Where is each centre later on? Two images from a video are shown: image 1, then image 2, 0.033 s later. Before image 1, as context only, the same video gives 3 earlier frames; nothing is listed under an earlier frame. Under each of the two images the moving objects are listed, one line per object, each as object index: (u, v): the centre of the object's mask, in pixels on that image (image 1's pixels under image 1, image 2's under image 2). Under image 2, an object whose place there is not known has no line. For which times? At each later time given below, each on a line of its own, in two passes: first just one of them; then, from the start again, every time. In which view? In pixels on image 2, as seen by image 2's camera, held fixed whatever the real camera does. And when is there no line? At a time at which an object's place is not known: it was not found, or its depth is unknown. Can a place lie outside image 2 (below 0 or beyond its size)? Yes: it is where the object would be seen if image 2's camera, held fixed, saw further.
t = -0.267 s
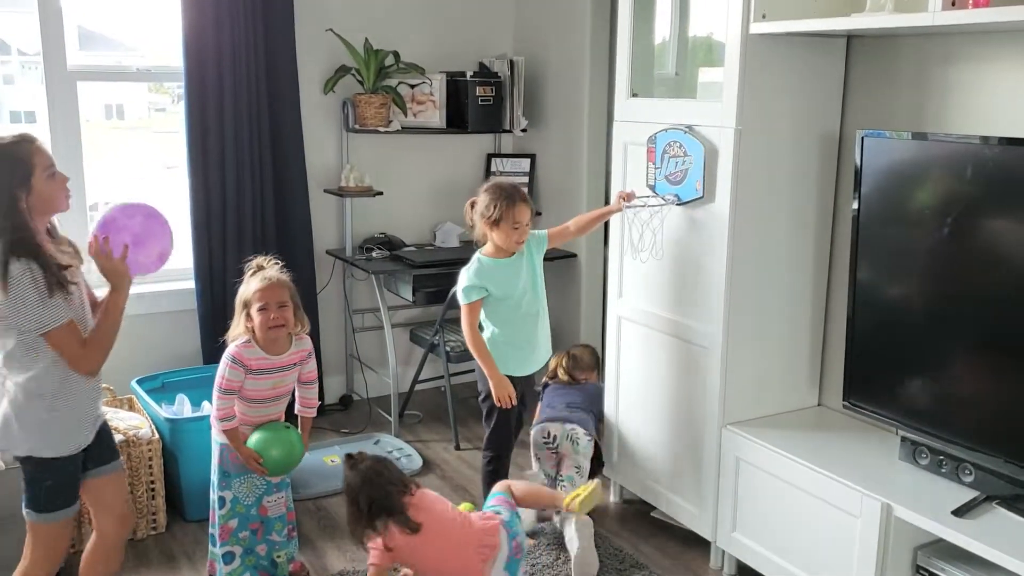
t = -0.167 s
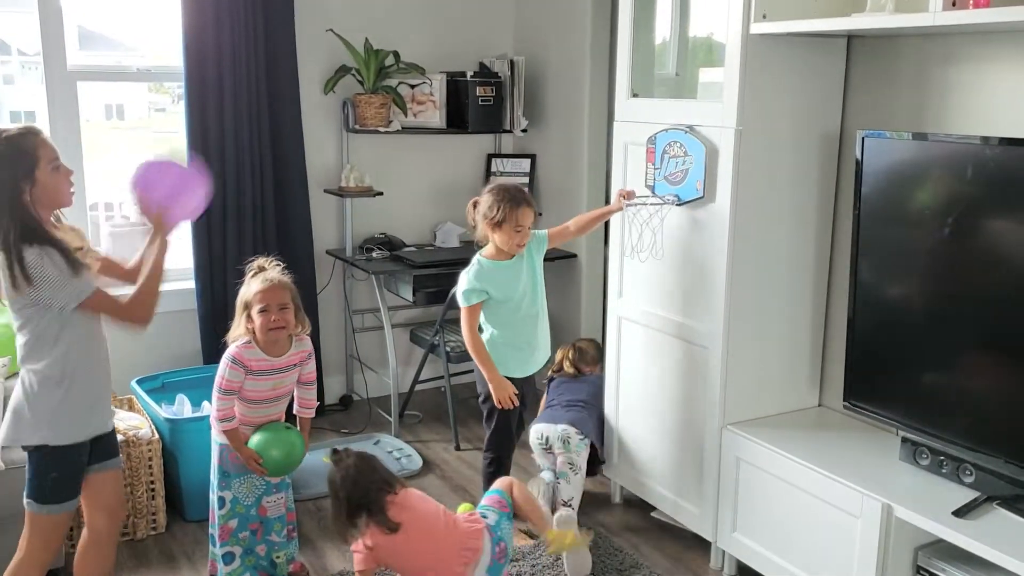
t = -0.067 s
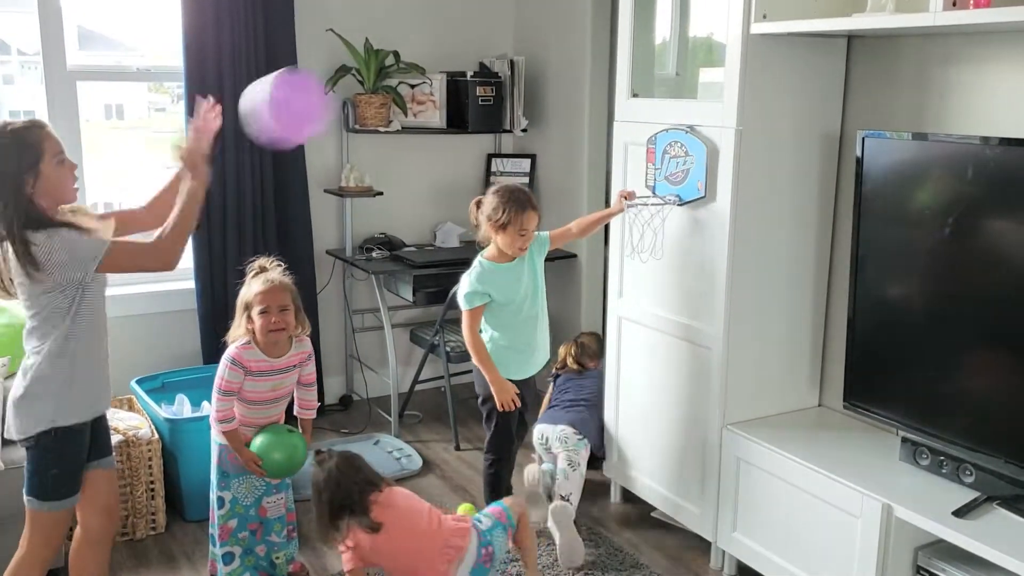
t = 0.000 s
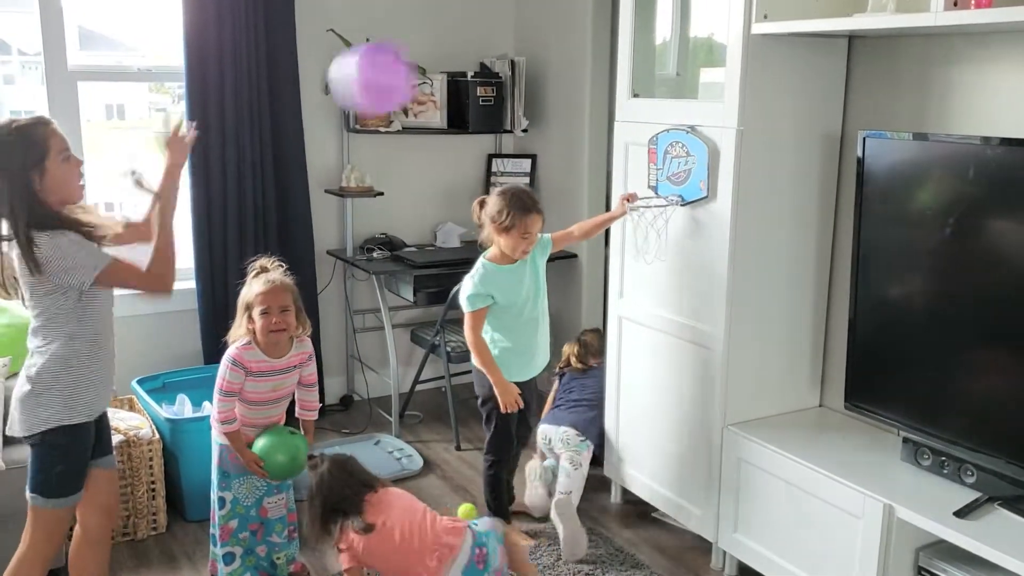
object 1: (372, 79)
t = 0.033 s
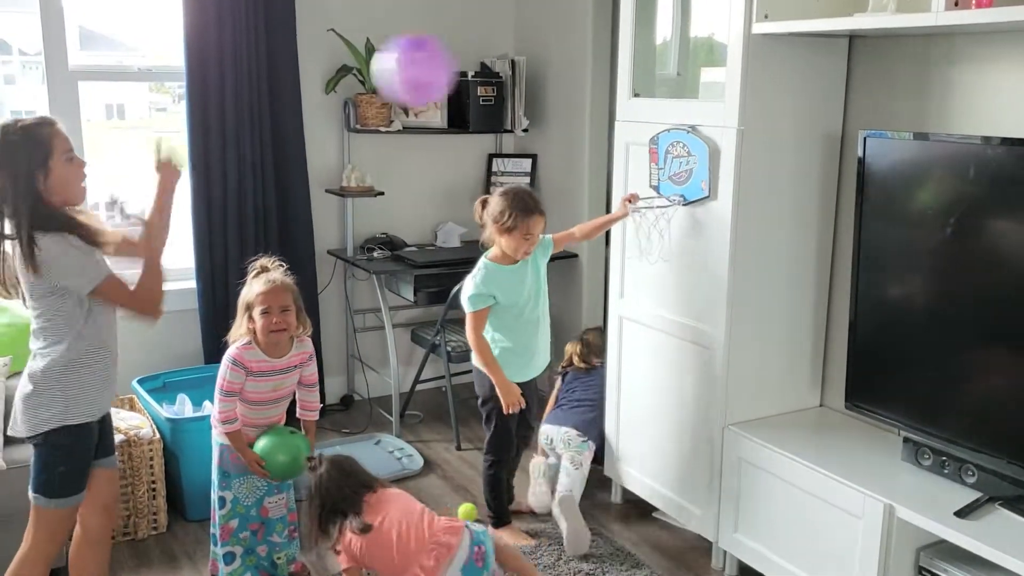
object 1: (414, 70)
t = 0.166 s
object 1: (549, 81)
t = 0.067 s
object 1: (452, 67)
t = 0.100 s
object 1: (487, 68)
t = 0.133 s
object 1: (520, 72)
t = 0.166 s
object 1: (549, 81)
